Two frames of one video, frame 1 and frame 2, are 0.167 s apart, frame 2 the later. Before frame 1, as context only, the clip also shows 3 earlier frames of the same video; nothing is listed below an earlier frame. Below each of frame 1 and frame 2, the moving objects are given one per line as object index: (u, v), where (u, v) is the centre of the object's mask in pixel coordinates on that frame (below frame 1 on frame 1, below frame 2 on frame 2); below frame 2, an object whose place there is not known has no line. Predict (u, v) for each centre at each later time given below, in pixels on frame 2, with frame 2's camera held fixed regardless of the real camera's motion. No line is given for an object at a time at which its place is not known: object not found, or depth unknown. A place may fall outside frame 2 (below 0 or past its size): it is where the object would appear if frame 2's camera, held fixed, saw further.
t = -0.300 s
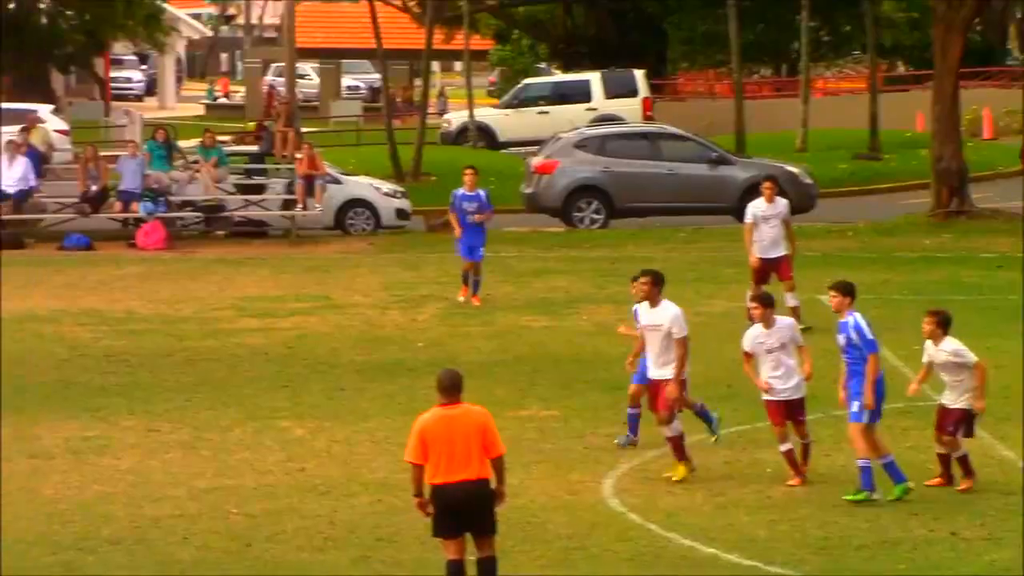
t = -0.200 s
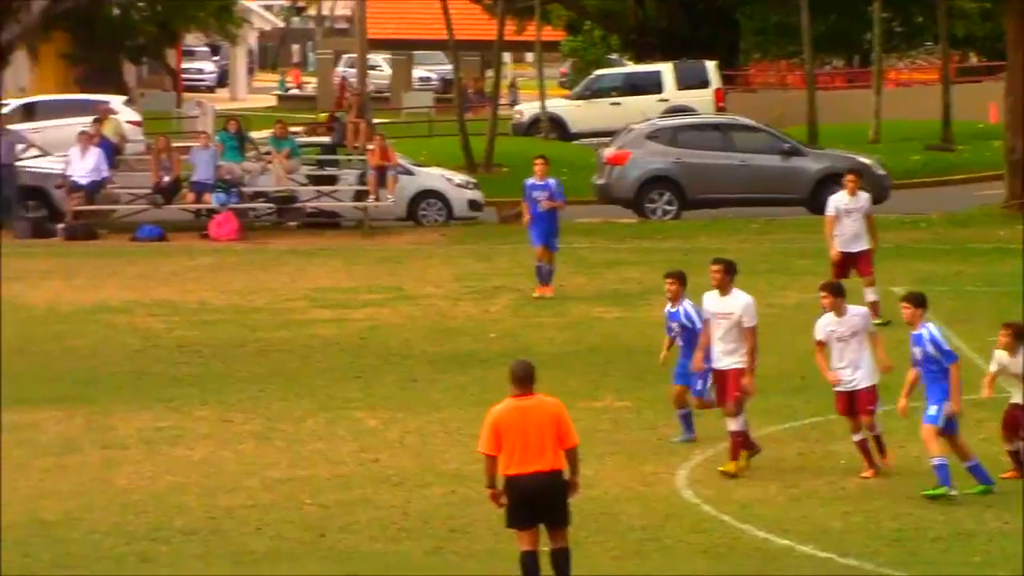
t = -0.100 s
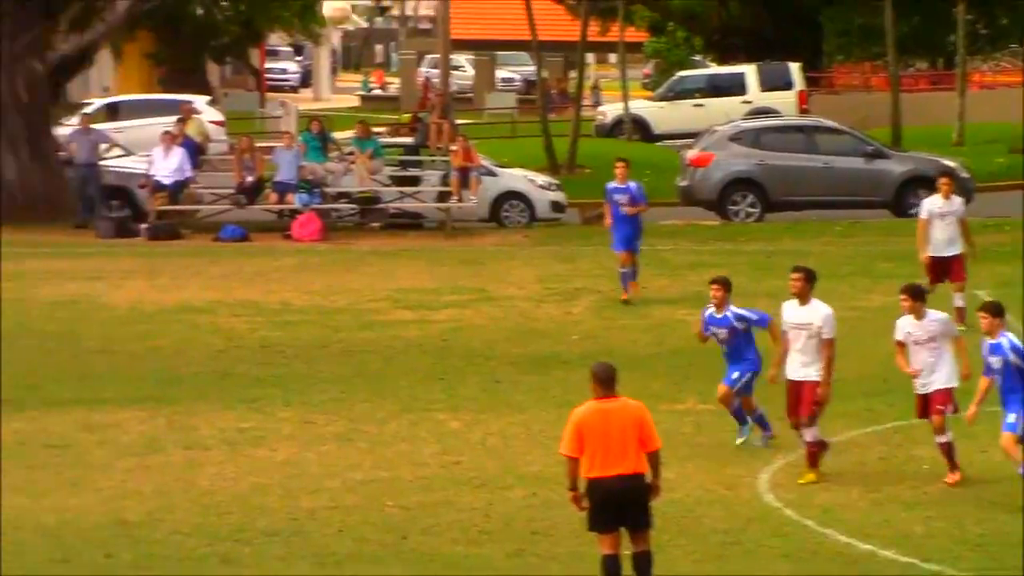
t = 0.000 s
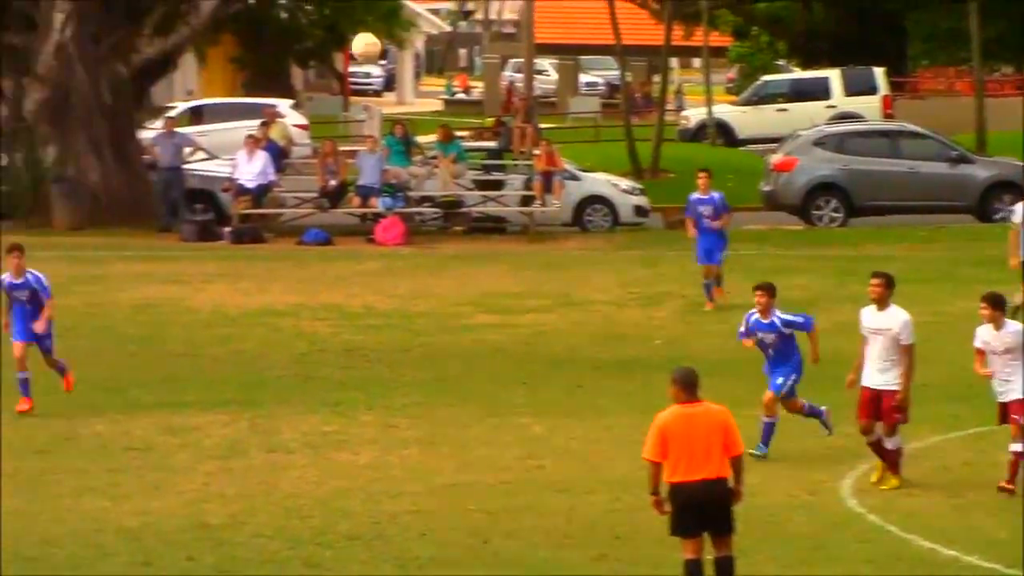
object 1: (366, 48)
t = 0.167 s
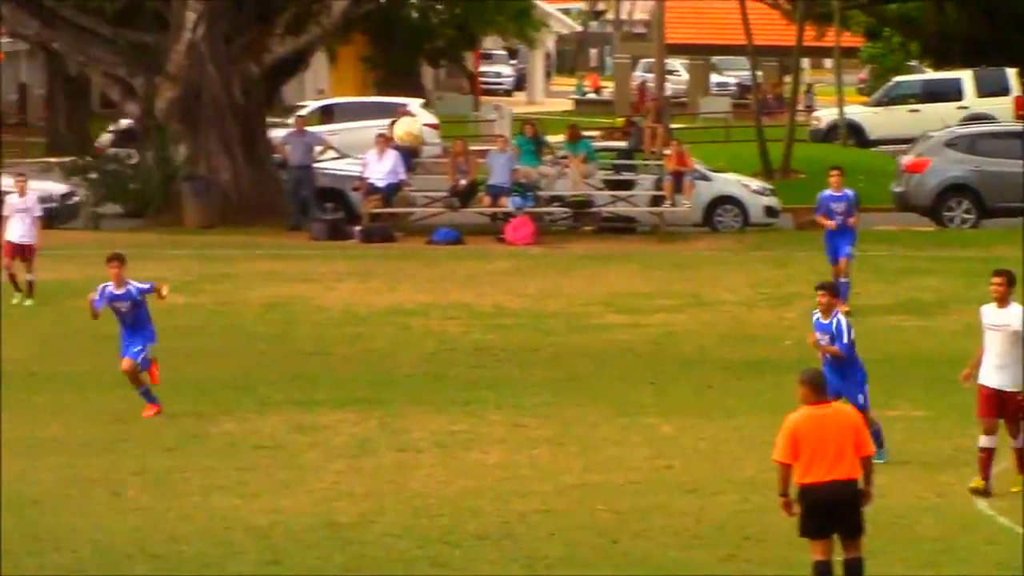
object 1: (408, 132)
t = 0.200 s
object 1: (394, 154)
